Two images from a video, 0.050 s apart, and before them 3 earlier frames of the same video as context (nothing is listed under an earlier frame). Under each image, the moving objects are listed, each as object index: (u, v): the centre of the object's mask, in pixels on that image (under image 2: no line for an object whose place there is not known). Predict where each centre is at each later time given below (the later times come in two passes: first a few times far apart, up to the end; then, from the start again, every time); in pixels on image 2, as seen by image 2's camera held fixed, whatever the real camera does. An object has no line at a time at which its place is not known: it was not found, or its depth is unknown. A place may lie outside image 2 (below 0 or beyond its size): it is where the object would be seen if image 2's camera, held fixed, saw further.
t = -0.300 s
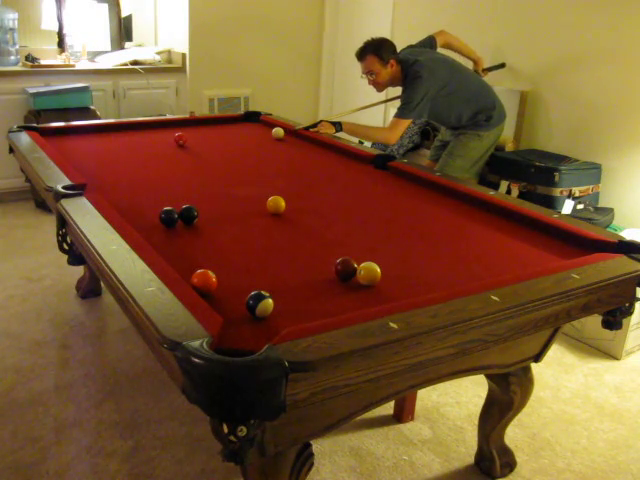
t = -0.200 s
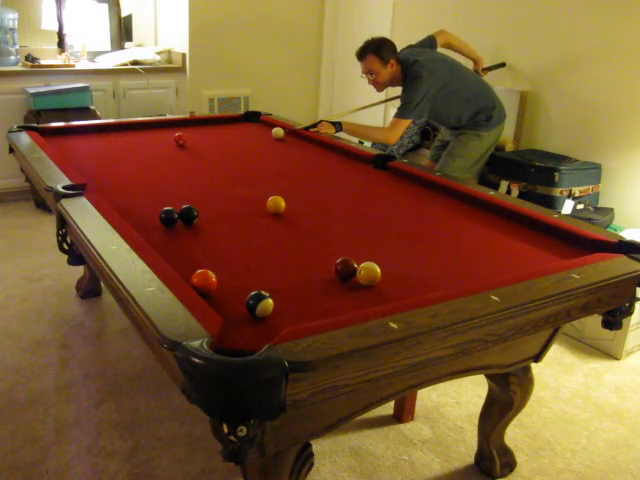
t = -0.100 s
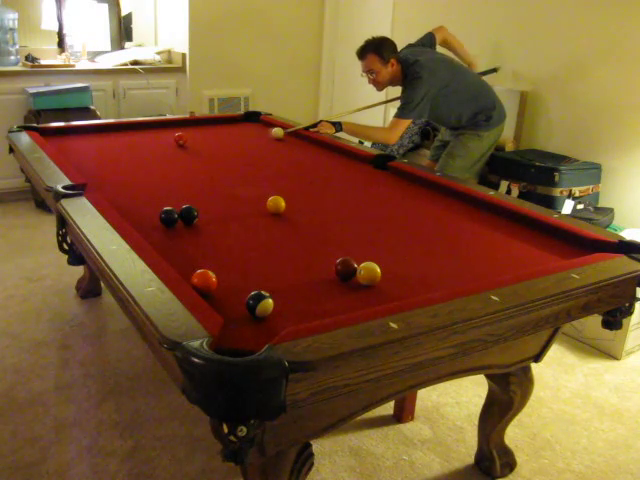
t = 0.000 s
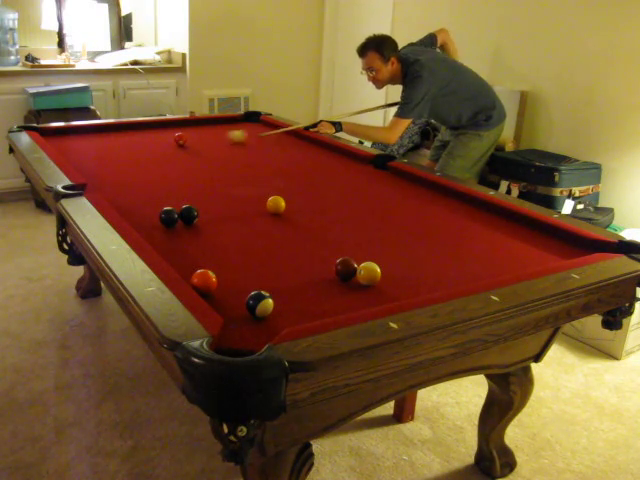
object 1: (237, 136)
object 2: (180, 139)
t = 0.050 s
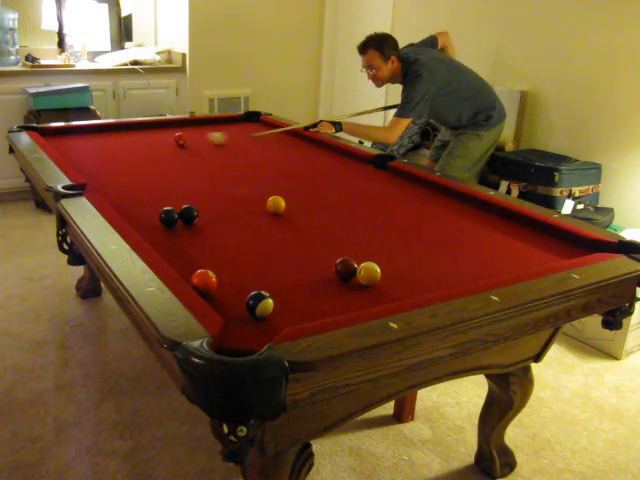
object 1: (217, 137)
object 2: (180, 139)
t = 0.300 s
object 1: (154, 149)
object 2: (150, 136)
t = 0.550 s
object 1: (94, 164)
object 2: (117, 134)
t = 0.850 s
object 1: (127, 169)
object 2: (81, 131)
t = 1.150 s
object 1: (181, 172)
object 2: (55, 131)
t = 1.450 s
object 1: (233, 175)
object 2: (48, 134)
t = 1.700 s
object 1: (274, 177)
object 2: (58, 135)
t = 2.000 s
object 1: (320, 181)
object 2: (69, 136)
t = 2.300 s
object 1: (364, 184)
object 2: (77, 138)
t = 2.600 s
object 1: (405, 188)
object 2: (85, 140)
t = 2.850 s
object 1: (438, 192)
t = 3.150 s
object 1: (455, 196)
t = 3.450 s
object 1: (457, 202)
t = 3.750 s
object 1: (458, 208)
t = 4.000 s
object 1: (460, 212)
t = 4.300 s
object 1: (462, 217)
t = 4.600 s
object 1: (464, 222)
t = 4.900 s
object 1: (466, 226)
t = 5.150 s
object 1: (468, 229)
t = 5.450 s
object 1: (471, 232)
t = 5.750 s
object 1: (474, 235)
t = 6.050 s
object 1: (476, 236)
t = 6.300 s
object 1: (477, 237)
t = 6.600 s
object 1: (478, 238)
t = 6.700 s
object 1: (478, 238)
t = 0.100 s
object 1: (198, 140)
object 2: (180, 139)
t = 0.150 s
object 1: (184, 142)
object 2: (172, 138)
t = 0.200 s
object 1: (175, 144)
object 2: (164, 136)
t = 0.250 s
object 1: (165, 146)
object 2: (156, 136)
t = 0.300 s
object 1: (154, 149)
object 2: (150, 136)
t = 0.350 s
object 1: (143, 152)
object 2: (142, 136)
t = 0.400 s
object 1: (131, 154)
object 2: (136, 135)
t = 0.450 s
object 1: (120, 158)
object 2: (130, 135)
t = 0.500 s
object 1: (108, 160)
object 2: (123, 134)
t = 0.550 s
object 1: (94, 164)
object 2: (117, 134)
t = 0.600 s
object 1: (82, 166)
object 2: (111, 133)
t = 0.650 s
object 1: (88, 168)
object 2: (105, 133)
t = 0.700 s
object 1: (99, 168)
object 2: (99, 132)
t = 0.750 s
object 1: (108, 168)
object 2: (93, 132)
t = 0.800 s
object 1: (118, 169)
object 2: (87, 131)
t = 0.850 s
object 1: (127, 169)
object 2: (81, 131)
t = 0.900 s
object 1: (136, 170)
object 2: (75, 131)
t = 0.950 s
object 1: (146, 170)
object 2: (70, 130)
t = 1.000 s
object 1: (154, 171)
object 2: (65, 130)
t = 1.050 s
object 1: (163, 171)
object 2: (62, 131)
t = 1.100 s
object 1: (172, 172)
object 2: (59, 131)
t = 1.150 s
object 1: (181, 172)
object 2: (55, 131)
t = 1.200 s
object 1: (190, 172)
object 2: (52, 133)
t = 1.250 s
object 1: (198, 173)
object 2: (49, 132)
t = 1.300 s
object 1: (207, 173)
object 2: (47, 133)
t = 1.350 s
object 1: (216, 174)
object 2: (44, 133)
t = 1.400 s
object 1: (224, 174)
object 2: (46, 133)
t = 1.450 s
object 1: (233, 175)
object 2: (48, 134)
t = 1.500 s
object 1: (241, 176)
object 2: (50, 134)
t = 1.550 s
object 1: (250, 176)
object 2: (52, 134)
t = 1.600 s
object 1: (258, 177)
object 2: (54, 135)
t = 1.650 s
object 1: (265, 177)
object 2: (56, 135)
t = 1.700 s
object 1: (274, 177)
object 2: (58, 135)
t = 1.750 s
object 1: (282, 178)
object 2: (60, 135)
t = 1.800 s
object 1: (289, 179)
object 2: (62, 135)
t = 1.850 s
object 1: (297, 179)
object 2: (64, 135)
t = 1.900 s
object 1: (305, 180)
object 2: (66, 136)
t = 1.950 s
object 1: (313, 180)
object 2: (67, 136)
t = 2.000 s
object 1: (320, 181)
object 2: (69, 136)
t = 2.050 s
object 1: (328, 181)
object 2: (70, 136)
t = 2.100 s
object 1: (335, 182)
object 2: (72, 137)
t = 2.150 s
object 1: (342, 183)
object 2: (73, 137)
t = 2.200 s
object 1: (350, 183)
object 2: (75, 137)
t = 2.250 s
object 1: (357, 184)
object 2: (76, 138)
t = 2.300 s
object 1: (364, 184)
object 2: (77, 138)
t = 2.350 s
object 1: (371, 185)
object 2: (79, 138)
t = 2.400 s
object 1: (378, 186)
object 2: (80, 139)
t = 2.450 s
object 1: (385, 186)
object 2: (81, 139)
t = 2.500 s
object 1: (392, 187)
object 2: (82, 139)
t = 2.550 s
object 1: (399, 187)
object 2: (84, 140)
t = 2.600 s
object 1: (405, 188)
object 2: (85, 140)
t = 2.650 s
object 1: (412, 189)
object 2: (86, 141)
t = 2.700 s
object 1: (419, 190)
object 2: (87, 141)
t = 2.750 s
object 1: (425, 190)
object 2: (88, 140)
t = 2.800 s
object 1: (432, 191)
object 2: (88, 141)
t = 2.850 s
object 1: (438, 192)
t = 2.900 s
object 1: (444, 192)
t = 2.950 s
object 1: (451, 192)
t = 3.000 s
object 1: (455, 194)
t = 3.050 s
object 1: (455, 194)
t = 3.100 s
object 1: (455, 195)
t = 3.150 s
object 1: (455, 196)
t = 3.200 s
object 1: (456, 198)
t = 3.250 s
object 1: (456, 198)
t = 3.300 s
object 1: (456, 199)
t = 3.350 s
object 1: (456, 201)
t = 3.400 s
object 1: (457, 202)
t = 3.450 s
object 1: (457, 202)
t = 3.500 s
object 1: (457, 203)
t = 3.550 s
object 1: (457, 204)
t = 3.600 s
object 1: (458, 205)
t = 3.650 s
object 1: (458, 206)
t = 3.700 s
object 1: (458, 207)
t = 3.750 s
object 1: (458, 208)
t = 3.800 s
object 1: (459, 209)
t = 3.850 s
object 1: (459, 210)
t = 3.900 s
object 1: (460, 211)
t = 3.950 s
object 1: (460, 212)
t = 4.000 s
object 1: (460, 212)
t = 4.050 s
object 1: (460, 213)
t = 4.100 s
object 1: (460, 214)
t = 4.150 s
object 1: (461, 215)
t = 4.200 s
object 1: (461, 216)
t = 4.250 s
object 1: (462, 217)
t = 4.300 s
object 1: (462, 217)
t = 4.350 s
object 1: (462, 218)
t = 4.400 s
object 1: (463, 219)
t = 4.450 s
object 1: (463, 220)
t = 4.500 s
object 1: (463, 221)
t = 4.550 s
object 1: (464, 221)
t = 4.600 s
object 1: (464, 222)
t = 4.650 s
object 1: (465, 223)
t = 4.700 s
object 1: (465, 223)
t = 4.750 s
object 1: (465, 224)
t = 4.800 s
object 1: (466, 225)
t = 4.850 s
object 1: (466, 226)
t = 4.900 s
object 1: (466, 226)
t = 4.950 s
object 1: (466, 227)
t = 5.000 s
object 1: (467, 227)
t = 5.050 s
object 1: (467, 228)
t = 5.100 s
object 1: (468, 229)
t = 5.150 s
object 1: (468, 229)
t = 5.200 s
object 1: (468, 230)
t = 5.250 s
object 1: (469, 230)
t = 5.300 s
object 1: (470, 231)
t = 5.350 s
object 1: (470, 231)
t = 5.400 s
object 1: (471, 232)
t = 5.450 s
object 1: (471, 232)
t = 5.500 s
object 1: (472, 233)
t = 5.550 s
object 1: (472, 233)
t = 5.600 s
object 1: (472, 234)
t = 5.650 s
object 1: (473, 234)
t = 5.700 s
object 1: (473, 234)
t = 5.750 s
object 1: (474, 235)
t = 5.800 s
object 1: (474, 235)
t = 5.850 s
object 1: (475, 235)
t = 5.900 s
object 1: (475, 236)
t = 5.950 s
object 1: (475, 236)
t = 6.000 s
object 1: (476, 236)
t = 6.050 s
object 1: (476, 236)
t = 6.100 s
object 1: (476, 236)
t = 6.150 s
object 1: (477, 237)
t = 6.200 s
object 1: (477, 237)
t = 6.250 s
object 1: (477, 237)
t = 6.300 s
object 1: (477, 237)
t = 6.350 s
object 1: (477, 237)
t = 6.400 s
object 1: (477, 238)
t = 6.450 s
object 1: (477, 238)
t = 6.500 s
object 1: (477, 238)
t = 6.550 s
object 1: (477, 238)
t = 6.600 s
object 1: (478, 238)
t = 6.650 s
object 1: (478, 238)
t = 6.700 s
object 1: (478, 238)
